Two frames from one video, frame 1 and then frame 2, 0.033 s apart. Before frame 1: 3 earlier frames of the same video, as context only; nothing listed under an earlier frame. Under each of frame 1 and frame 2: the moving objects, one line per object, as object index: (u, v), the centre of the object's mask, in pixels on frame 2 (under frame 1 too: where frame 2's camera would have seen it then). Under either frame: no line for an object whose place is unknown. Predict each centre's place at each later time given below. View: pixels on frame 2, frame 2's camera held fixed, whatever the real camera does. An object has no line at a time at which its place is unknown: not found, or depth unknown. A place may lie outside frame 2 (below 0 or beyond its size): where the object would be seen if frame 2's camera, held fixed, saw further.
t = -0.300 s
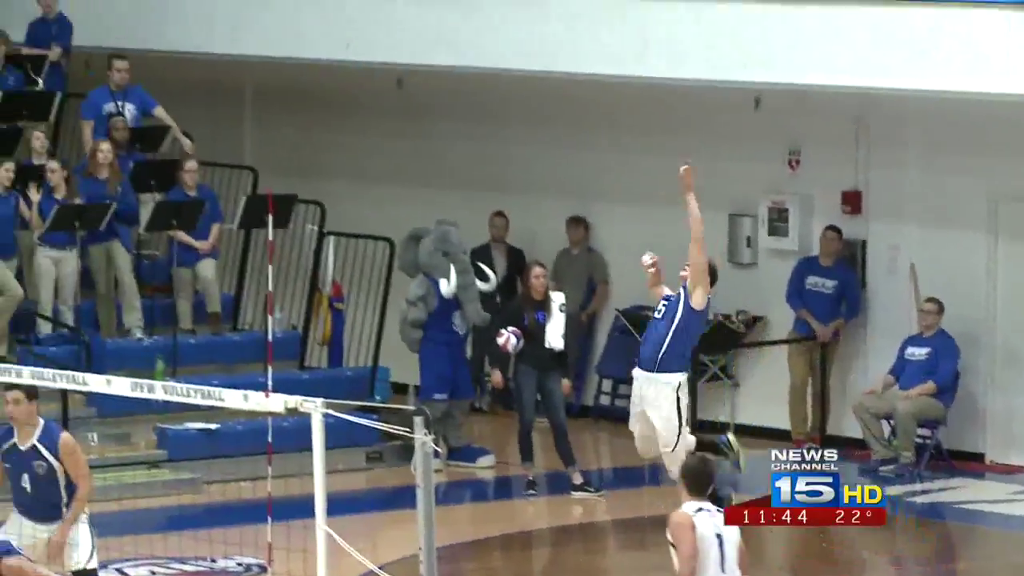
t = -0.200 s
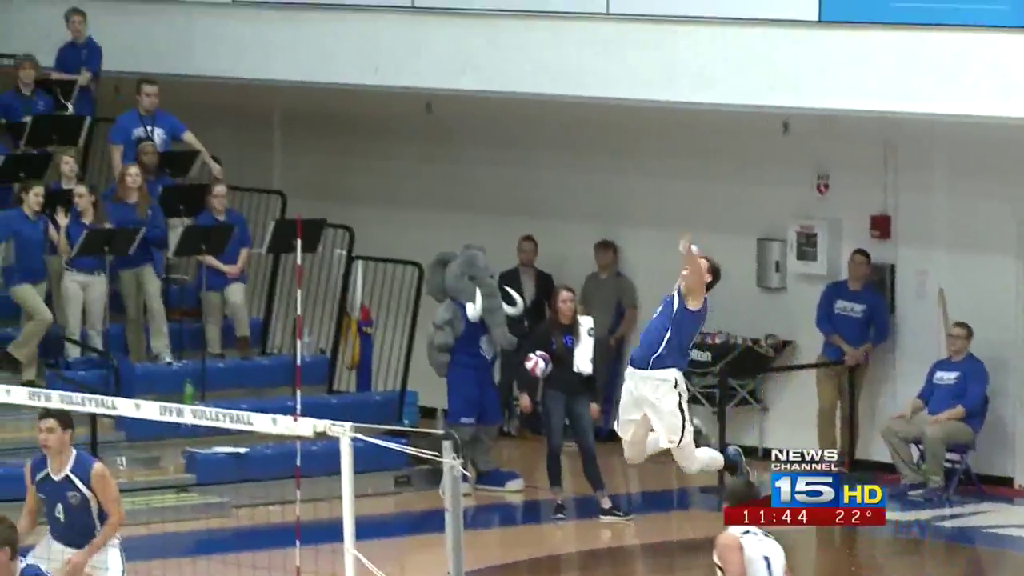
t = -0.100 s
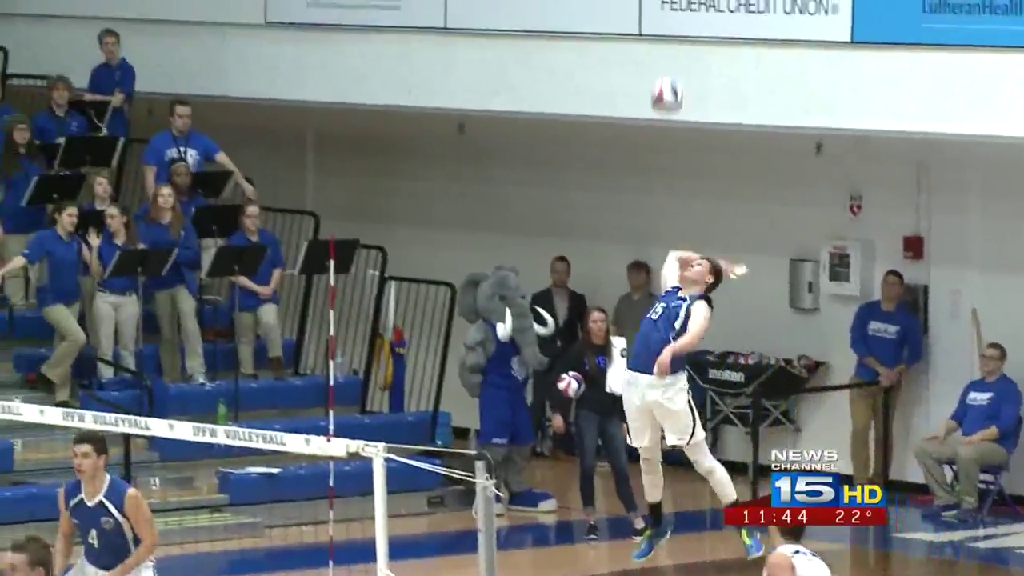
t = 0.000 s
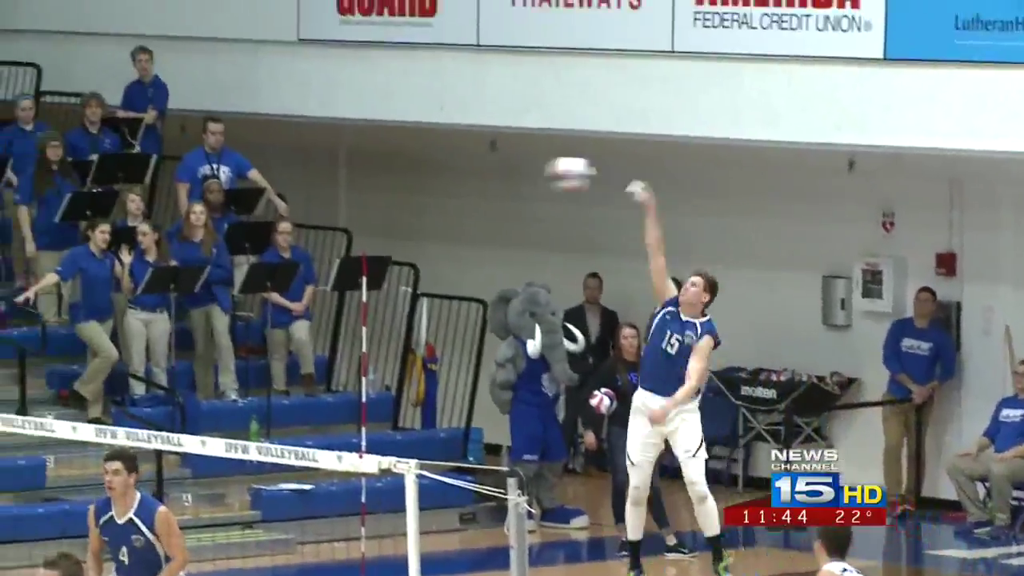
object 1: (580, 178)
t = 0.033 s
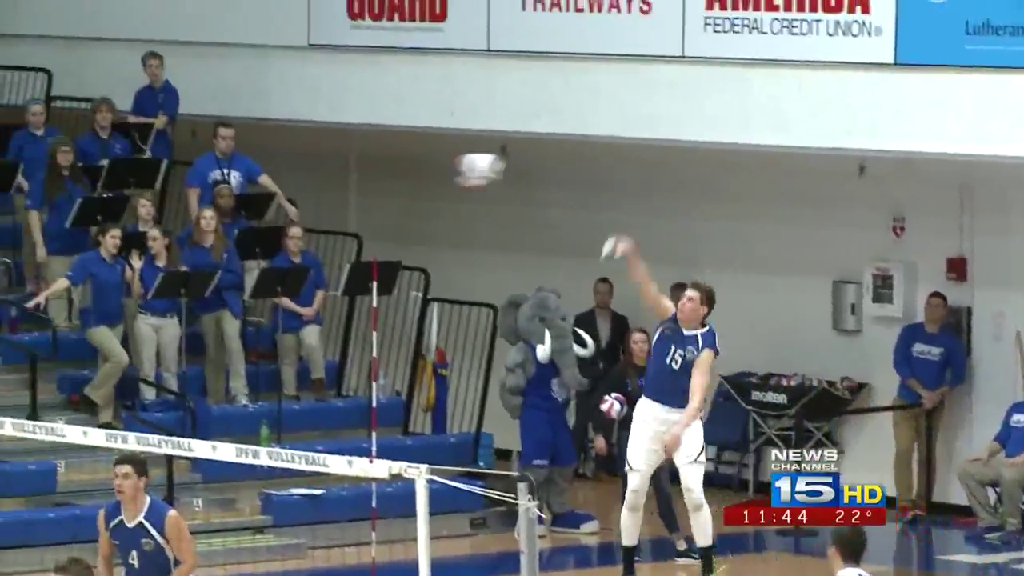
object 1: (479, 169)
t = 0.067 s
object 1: (373, 165)
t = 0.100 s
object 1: (268, 164)
